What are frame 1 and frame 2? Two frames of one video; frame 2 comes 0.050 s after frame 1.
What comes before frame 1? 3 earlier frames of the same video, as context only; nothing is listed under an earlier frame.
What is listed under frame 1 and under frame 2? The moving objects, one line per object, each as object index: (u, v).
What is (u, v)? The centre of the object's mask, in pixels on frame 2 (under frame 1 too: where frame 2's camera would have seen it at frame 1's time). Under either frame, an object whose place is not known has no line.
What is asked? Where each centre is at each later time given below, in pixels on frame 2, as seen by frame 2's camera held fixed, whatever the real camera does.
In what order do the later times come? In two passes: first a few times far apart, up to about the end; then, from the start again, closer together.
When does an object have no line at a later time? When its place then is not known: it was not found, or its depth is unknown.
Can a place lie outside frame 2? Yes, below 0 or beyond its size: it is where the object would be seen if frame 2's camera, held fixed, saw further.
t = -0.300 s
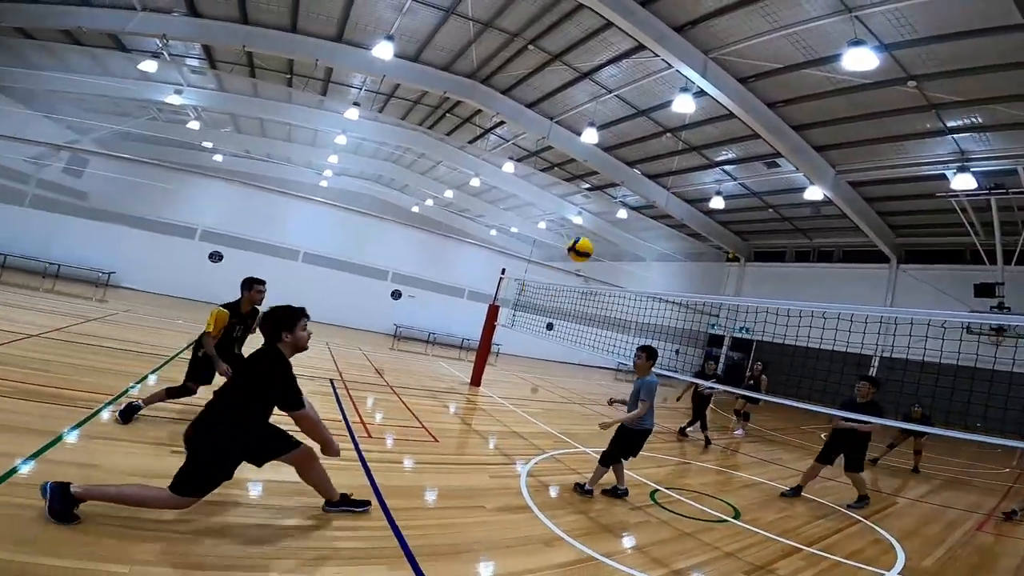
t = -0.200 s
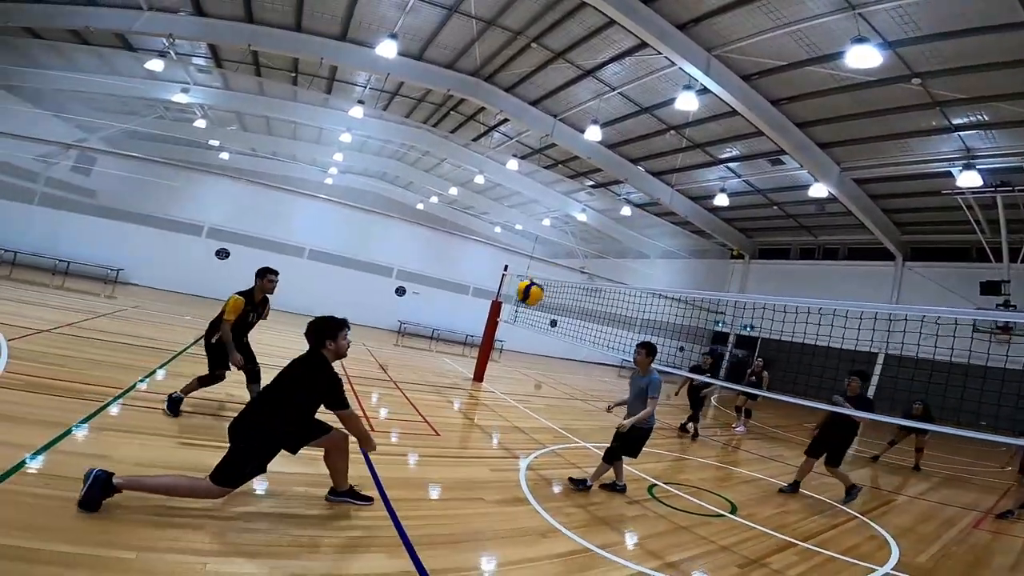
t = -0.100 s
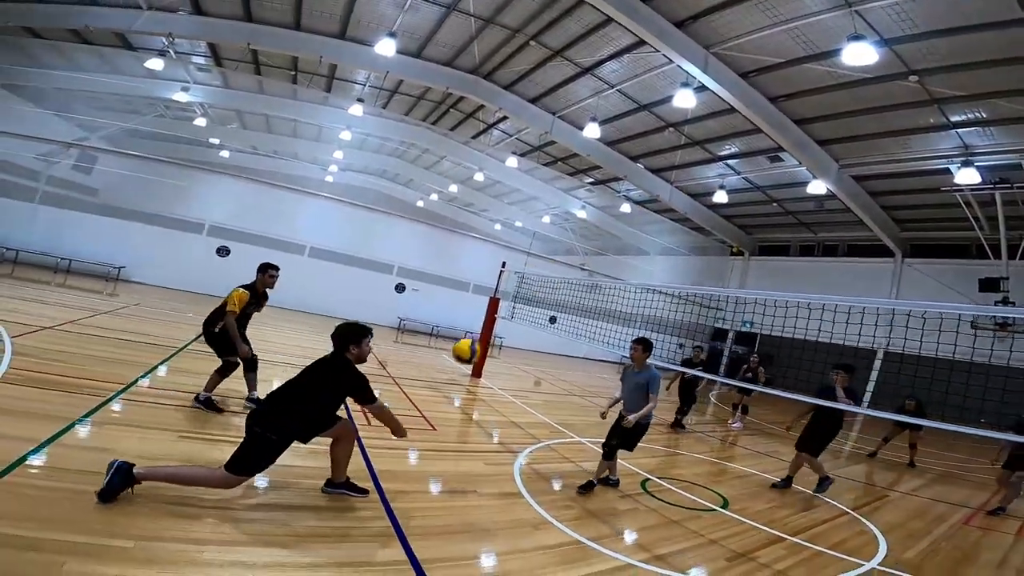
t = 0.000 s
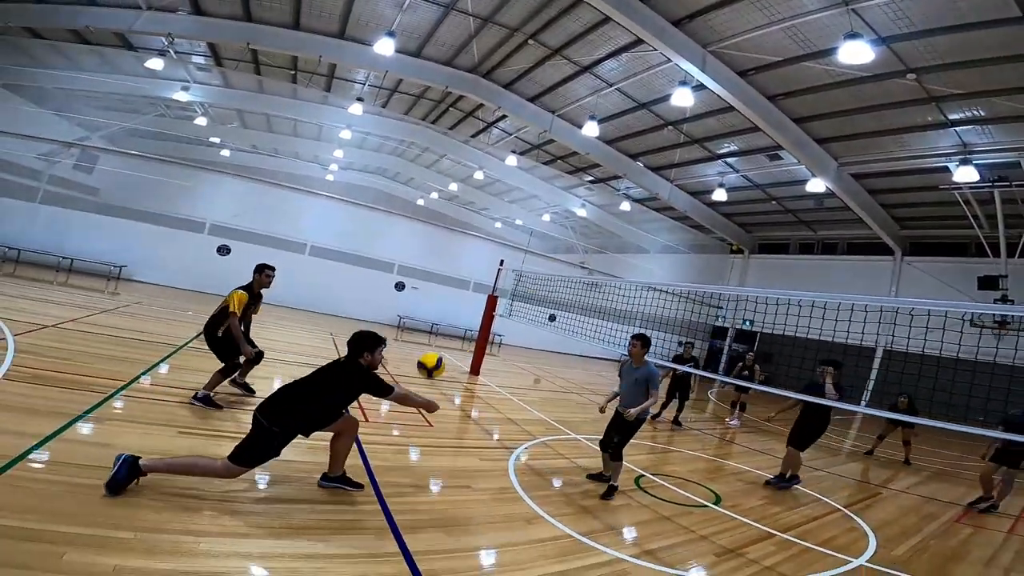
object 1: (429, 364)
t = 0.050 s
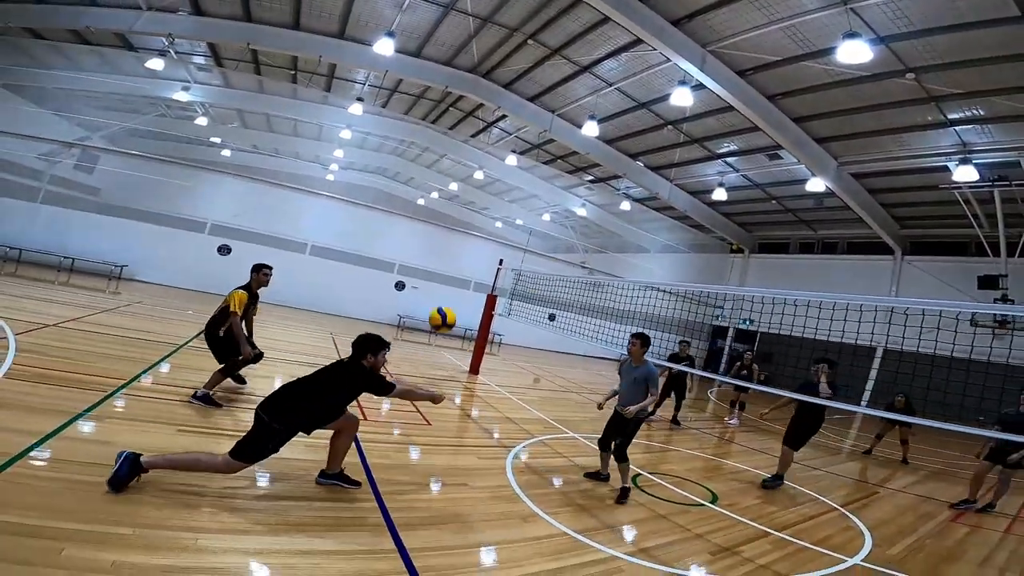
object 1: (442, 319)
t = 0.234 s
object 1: (475, 191)
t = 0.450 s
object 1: (498, 116)
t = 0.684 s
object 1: (509, 96)
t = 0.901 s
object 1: (511, 114)
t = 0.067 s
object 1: (446, 305)
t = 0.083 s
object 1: (449, 291)
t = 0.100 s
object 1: (453, 278)
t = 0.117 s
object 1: (456, 265)
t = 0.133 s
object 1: (459, 253)
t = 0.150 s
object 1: (462, 242)
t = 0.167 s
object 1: (465, 230)
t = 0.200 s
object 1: (470, 210)
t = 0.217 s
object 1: (473, 200)
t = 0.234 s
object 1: (475, 191)
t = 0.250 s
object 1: (478, 182)
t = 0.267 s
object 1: (480, 175)
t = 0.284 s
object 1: (482, 167)
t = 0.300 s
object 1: (484, 160)
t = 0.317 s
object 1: (486, 153)
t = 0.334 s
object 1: (488, 147)
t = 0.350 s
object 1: (490, 141)
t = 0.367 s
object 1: (491, 136)
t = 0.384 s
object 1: (492, 131)
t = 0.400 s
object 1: (494, 126)
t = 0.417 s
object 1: (495, 122)
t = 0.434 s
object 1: (497, 118)
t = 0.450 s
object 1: (498, 116)
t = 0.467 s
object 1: (499, 113)
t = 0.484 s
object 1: (501, 110)
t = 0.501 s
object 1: (502, 107)
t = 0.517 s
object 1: (503, 105)
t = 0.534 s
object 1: (504, 103)
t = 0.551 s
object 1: (504, 101)
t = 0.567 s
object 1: (505, 100)
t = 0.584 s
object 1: (505, 99)
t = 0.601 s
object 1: (506, 98)
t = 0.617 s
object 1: (507, 97)
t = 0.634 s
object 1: (508, 97)
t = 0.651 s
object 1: (508, 96)
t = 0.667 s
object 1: (509, 95)
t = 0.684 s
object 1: (509, 96)
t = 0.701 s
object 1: (510, 96)
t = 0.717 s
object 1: (511, 96)
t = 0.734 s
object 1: (511, 97)
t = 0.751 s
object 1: (511, 97)
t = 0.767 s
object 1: (511, 98)
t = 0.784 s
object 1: (511, 100)
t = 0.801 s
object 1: (511, 102)
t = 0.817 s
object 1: (511, 103)
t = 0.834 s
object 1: (511, 105)
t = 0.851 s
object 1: (512, 107)
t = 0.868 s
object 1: (512, 109)
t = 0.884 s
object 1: (511, 111)
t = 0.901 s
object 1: (511, 114)
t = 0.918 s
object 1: (510, 116)
